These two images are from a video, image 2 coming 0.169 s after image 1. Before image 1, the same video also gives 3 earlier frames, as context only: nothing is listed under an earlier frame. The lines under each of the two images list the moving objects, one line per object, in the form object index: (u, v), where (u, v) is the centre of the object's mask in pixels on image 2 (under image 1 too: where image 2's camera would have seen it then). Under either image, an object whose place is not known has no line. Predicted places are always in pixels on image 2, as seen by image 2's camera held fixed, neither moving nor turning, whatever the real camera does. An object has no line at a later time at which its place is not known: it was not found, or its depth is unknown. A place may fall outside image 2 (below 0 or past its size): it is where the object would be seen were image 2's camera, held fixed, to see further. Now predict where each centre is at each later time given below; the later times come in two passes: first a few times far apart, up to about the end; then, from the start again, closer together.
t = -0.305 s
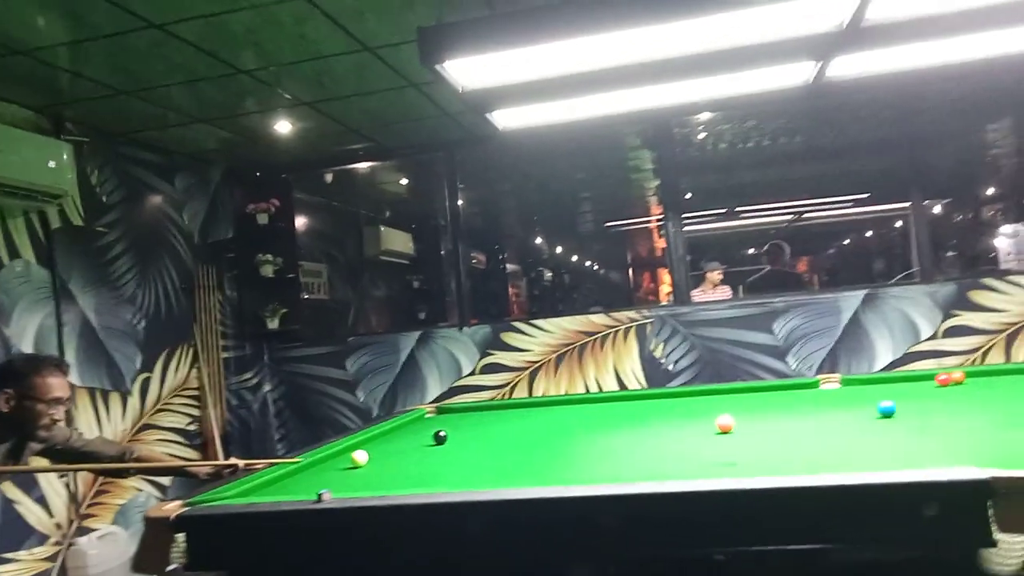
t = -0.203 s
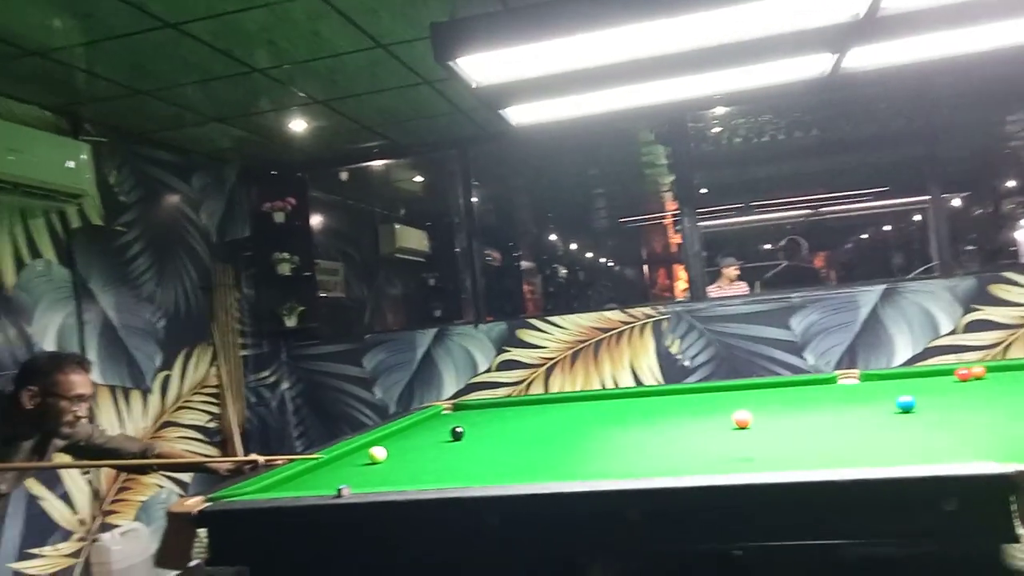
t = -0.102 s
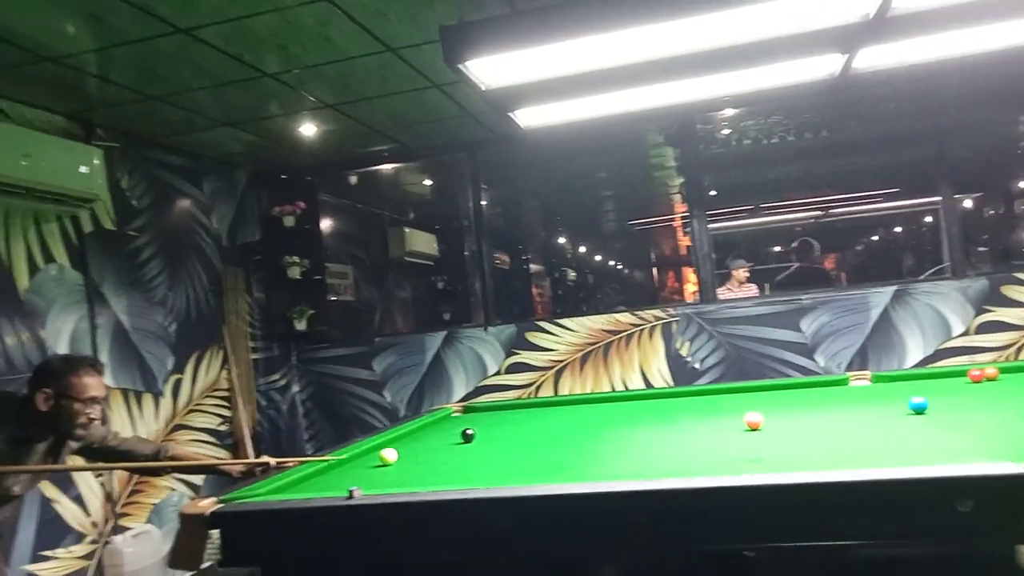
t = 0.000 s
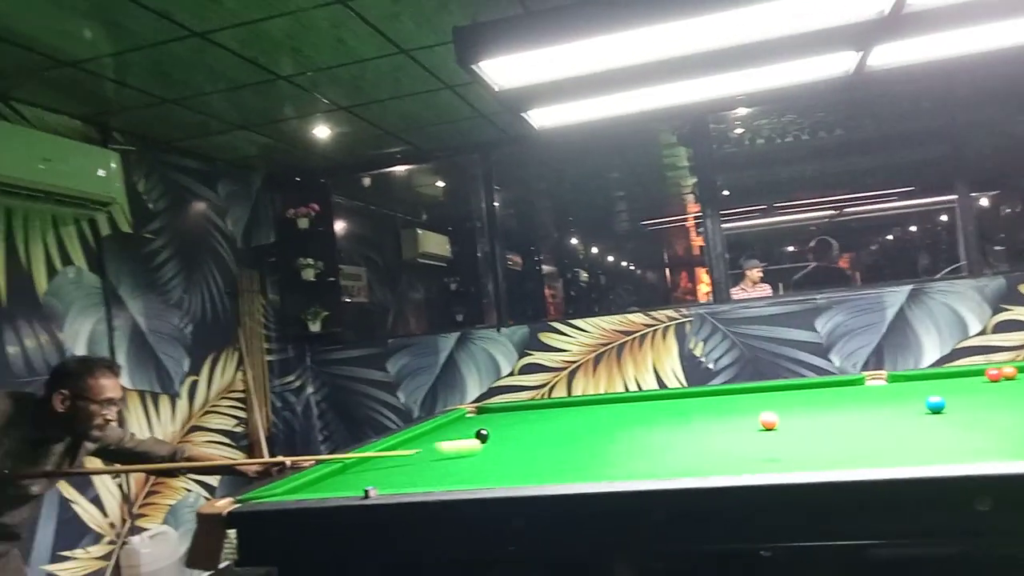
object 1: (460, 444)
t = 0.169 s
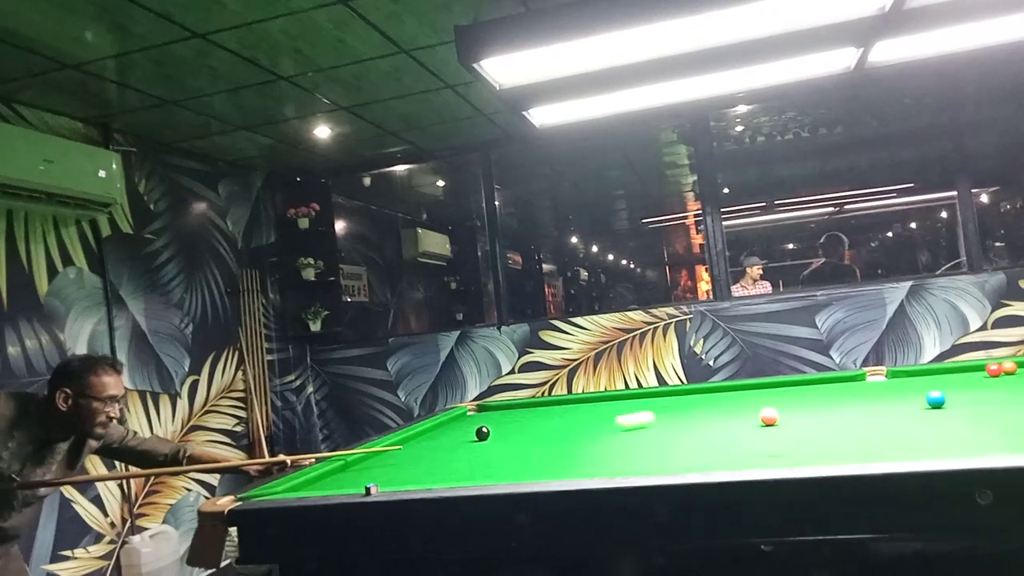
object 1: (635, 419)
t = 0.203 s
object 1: (667, 415)
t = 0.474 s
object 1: (882, 385)
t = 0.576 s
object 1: (956, 374)
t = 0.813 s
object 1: (1123, 361)
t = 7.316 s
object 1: (946, 376)
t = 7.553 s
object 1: (977, 374)
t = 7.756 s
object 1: (1003, 372)
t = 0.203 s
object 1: (667, 415)
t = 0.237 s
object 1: (697, 411)
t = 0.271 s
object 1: (727, 407)
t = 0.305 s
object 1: (754, 403)
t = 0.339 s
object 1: (782, 399)
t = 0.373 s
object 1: (808, 395)
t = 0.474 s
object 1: (882, 385)
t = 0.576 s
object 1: (956, 374)
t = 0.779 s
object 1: (1097, 363)
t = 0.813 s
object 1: (1123, 361)
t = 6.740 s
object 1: (867, 383)
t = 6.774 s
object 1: (873, 382)
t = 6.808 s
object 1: (876, 382)
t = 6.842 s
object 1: (881, 382)
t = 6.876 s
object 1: (886, 381)
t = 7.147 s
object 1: (923, 378)
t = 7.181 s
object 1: (929, 378)
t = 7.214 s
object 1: (933, 378)
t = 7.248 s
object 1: (936, 377)
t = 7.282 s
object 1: (942, 376)
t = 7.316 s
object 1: (946, 376)
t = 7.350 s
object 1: (951, 376)
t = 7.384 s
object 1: (955, 376)
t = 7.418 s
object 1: (960, 376)
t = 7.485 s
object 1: (969, 375)
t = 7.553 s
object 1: (977, 374)
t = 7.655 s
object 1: (990, 373)
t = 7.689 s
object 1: (994, 373)
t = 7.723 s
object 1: (999, 373)
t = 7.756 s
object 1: (1003, 372)
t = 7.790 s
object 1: (1006, 372)
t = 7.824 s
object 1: (1011, 372)
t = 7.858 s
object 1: (1015, 371)
